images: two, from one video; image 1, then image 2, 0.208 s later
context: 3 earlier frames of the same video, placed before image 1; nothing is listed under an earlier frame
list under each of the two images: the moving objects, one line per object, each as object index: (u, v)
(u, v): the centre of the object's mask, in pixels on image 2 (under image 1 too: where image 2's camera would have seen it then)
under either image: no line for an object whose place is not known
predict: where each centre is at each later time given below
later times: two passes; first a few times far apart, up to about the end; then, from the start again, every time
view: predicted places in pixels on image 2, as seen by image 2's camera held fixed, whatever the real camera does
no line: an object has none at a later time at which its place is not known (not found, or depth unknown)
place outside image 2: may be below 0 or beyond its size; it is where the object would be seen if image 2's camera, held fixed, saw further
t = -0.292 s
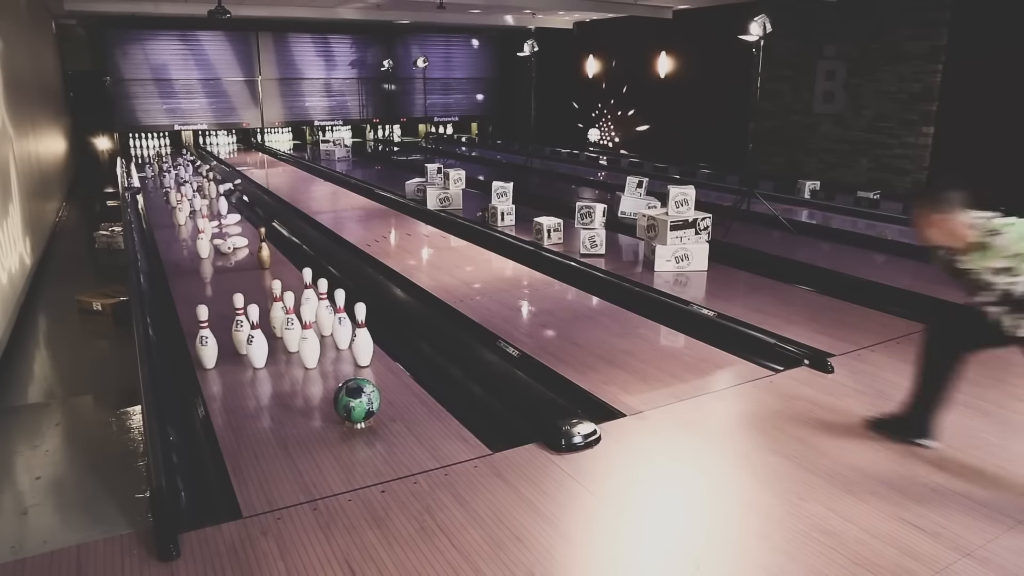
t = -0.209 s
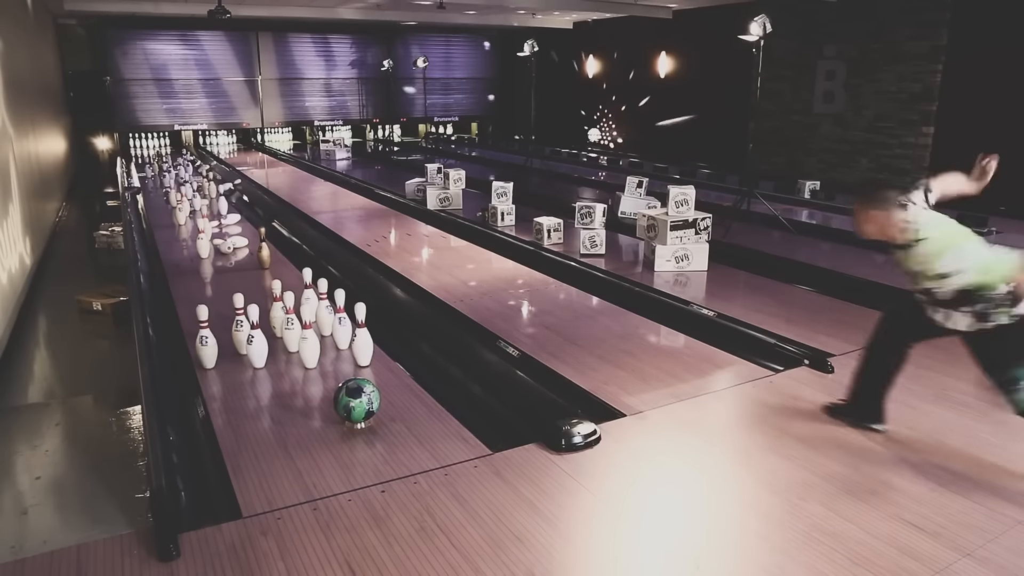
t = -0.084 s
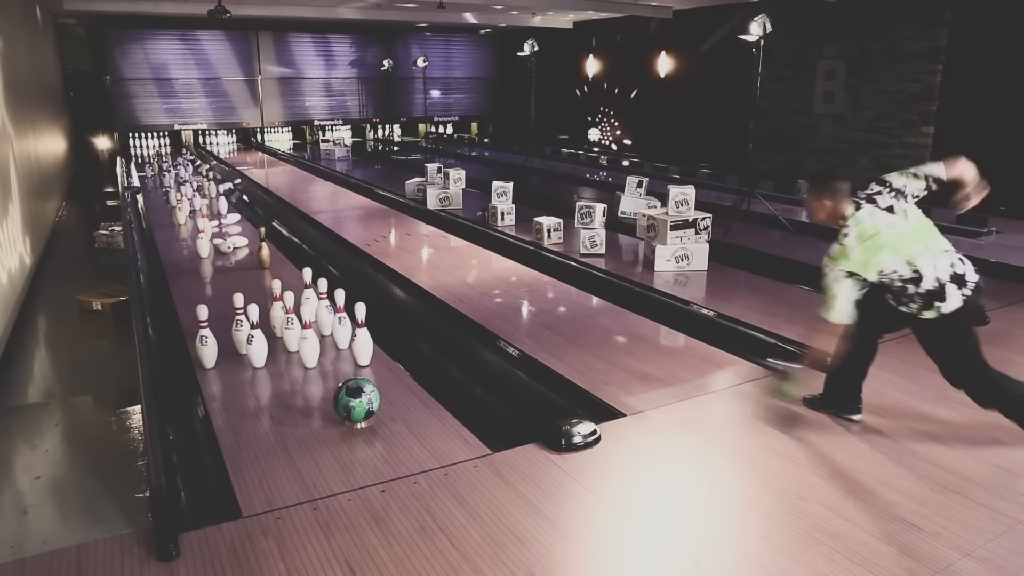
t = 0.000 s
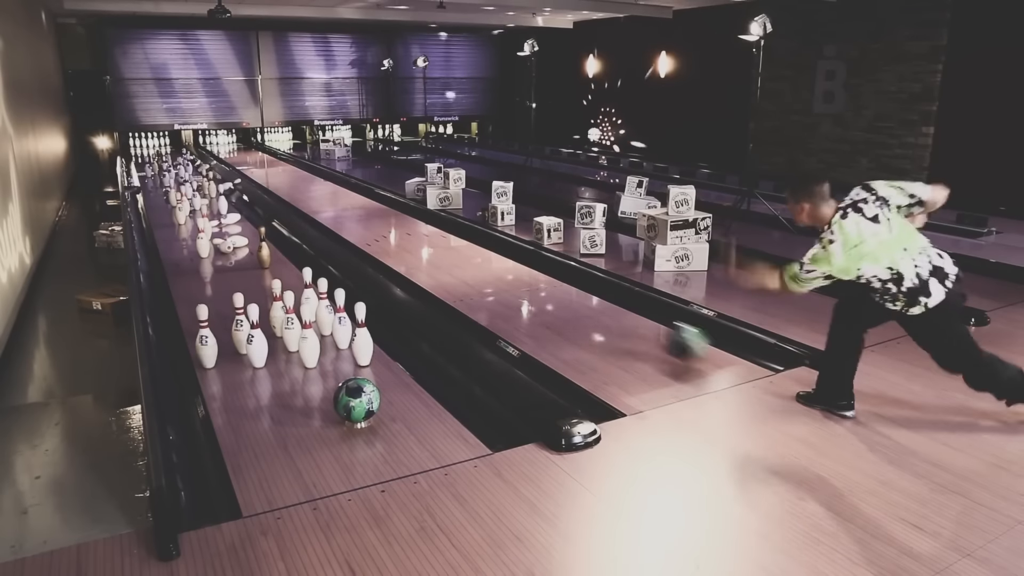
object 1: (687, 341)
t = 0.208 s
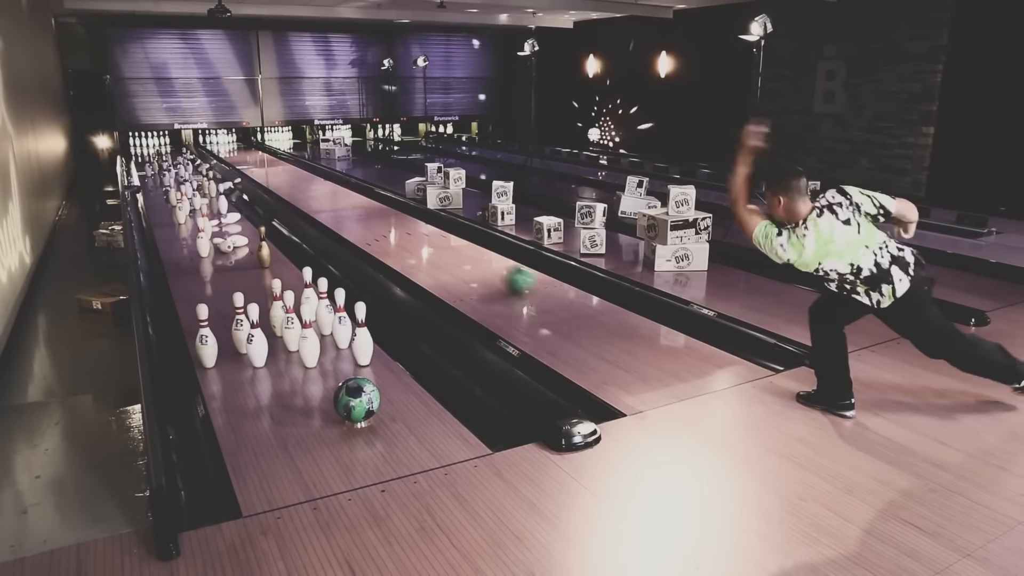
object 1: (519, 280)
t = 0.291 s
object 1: (475, 260)
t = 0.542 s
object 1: (383, 221)
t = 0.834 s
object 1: (316, 192)
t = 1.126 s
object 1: (275, 174)
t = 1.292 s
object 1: (258, 166)
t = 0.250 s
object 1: (495, 269)
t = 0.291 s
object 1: (475, 260)
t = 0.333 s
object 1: (456, 252)
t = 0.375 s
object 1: (438, 245)
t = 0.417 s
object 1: (423, 238)
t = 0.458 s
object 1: (409, 232)
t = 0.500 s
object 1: (395, 226)
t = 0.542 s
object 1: (383, 221)
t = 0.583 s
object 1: (370, 216)
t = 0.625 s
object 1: (360, 211)
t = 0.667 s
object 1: (350, 207)
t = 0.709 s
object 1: (341, 203)
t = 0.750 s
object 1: (332, 199)
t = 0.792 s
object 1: (324, 196)
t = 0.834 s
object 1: (316, 192)
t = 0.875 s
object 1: (309, 190)
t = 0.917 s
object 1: (302, 187)
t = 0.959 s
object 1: (297, 184)
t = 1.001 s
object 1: (291, 181)
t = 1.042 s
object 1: (285, 179)
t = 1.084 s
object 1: (280, 177)
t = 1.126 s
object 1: (275, 174)
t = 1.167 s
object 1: (270, 172)
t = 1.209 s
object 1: (266, 170)
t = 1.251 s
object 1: (262, 169)
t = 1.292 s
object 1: (258, 166)
